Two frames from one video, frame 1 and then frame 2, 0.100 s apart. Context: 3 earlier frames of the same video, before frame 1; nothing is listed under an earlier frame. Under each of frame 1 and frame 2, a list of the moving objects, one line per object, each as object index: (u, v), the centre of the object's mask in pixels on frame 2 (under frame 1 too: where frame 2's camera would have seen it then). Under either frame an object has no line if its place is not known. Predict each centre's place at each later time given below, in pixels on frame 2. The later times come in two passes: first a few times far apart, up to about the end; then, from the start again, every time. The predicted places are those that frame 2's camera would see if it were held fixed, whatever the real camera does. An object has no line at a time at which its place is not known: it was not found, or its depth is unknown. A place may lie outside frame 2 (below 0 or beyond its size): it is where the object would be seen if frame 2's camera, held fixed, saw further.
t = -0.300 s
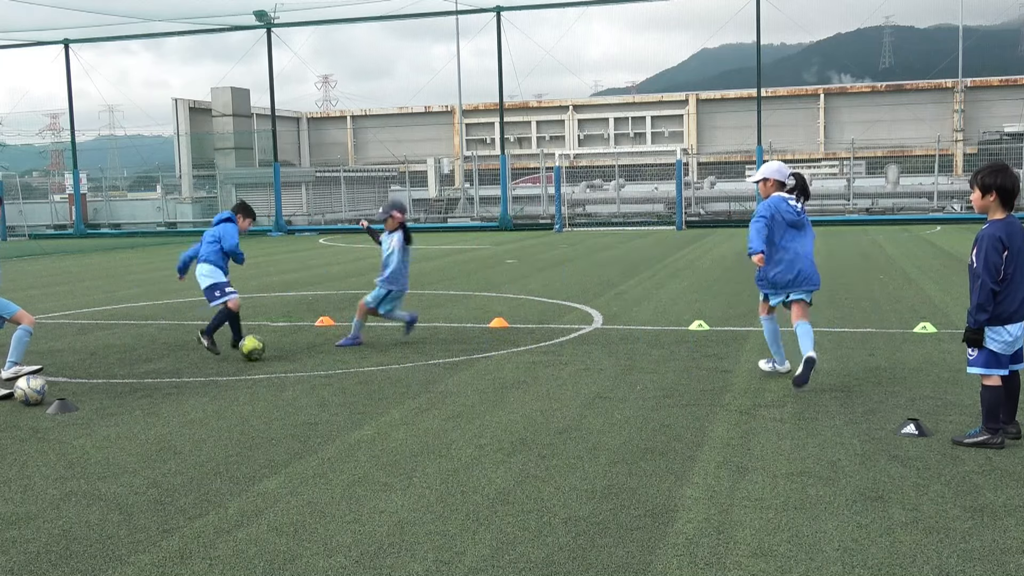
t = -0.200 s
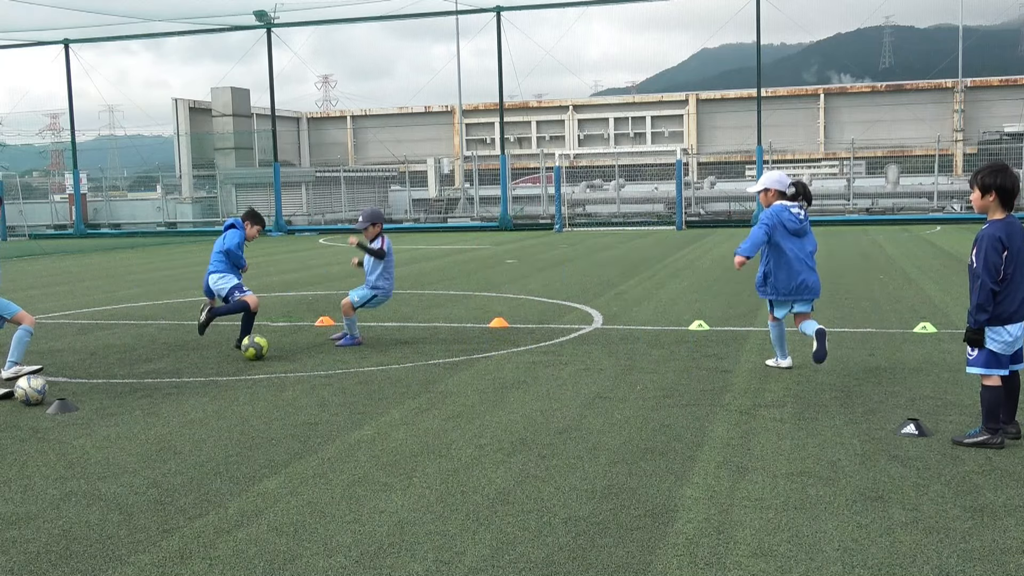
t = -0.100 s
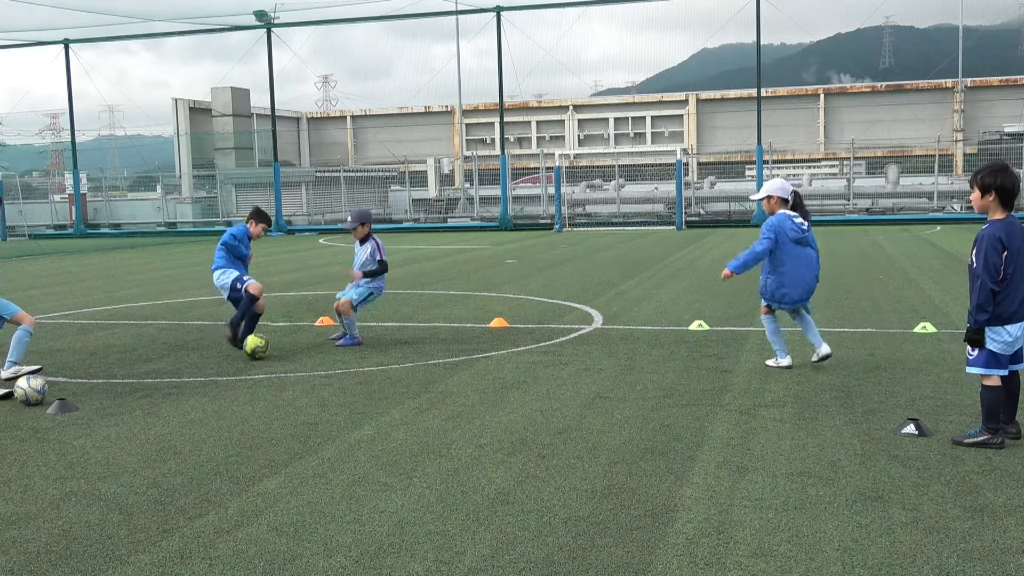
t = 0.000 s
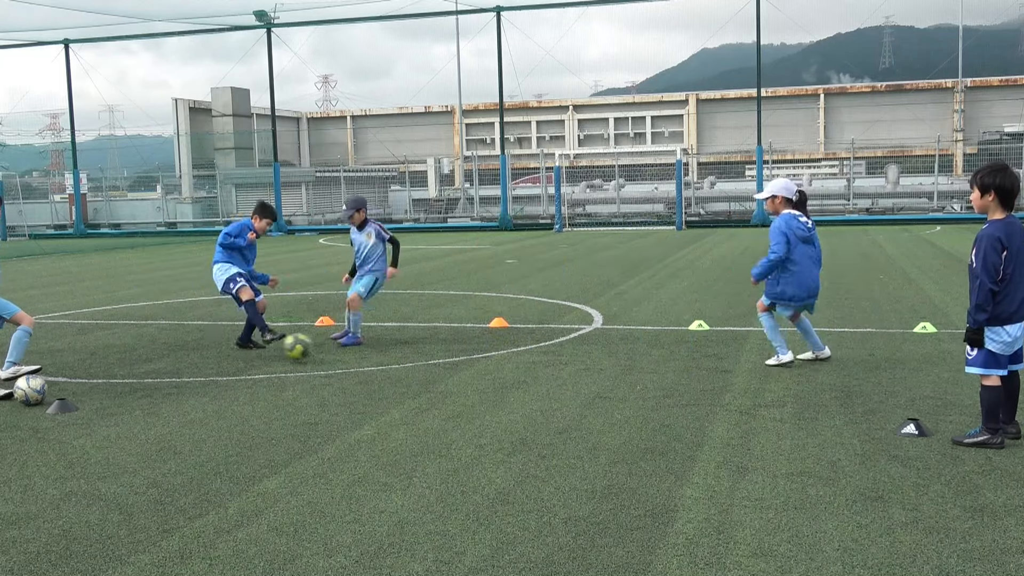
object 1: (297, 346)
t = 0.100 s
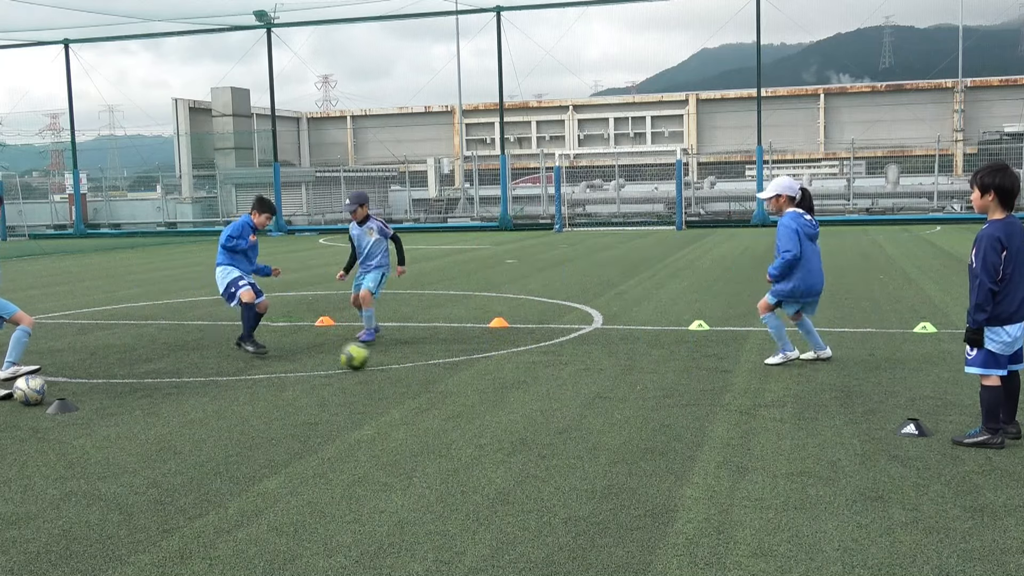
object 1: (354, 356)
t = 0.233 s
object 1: (426, 356)
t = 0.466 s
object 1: (545, 375)
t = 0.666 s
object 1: (645, 383)
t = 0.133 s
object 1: (372, 355)
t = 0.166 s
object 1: (390, 353)
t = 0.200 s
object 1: (408, 354)
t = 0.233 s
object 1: (426, 356)
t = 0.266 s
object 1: (444, 360)
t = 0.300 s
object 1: (464, 365)
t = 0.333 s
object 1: (480, 367)
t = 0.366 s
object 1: (496, 366)
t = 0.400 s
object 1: (512, 367)
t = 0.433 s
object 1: (528, 370)
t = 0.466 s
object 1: (545, 375)
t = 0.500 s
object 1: (561, 375)
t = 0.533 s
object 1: (577, 375)
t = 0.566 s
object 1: (594, 378)
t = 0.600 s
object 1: (612, 382)
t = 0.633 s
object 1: (628, 382)
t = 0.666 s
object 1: (645, 383)
